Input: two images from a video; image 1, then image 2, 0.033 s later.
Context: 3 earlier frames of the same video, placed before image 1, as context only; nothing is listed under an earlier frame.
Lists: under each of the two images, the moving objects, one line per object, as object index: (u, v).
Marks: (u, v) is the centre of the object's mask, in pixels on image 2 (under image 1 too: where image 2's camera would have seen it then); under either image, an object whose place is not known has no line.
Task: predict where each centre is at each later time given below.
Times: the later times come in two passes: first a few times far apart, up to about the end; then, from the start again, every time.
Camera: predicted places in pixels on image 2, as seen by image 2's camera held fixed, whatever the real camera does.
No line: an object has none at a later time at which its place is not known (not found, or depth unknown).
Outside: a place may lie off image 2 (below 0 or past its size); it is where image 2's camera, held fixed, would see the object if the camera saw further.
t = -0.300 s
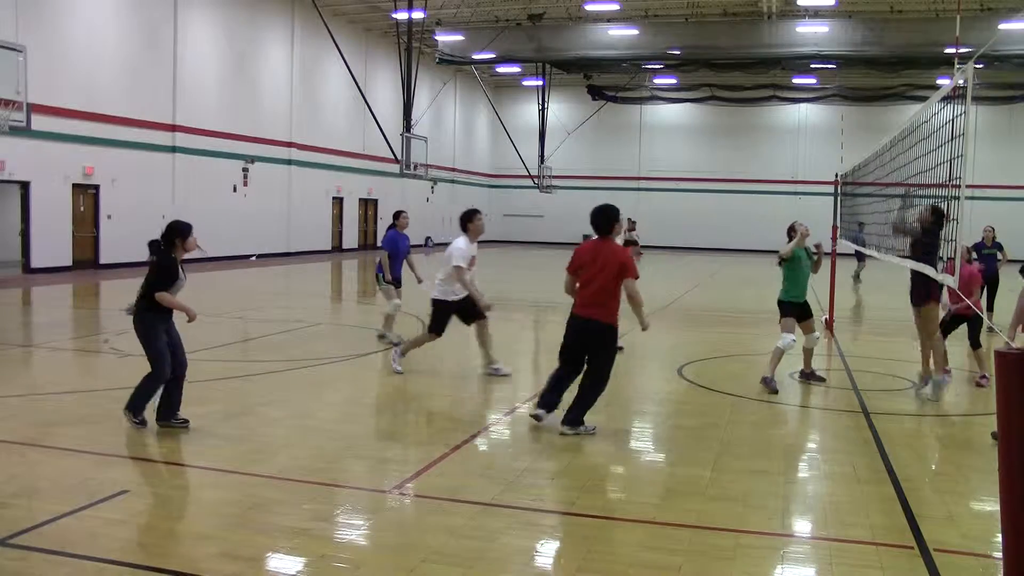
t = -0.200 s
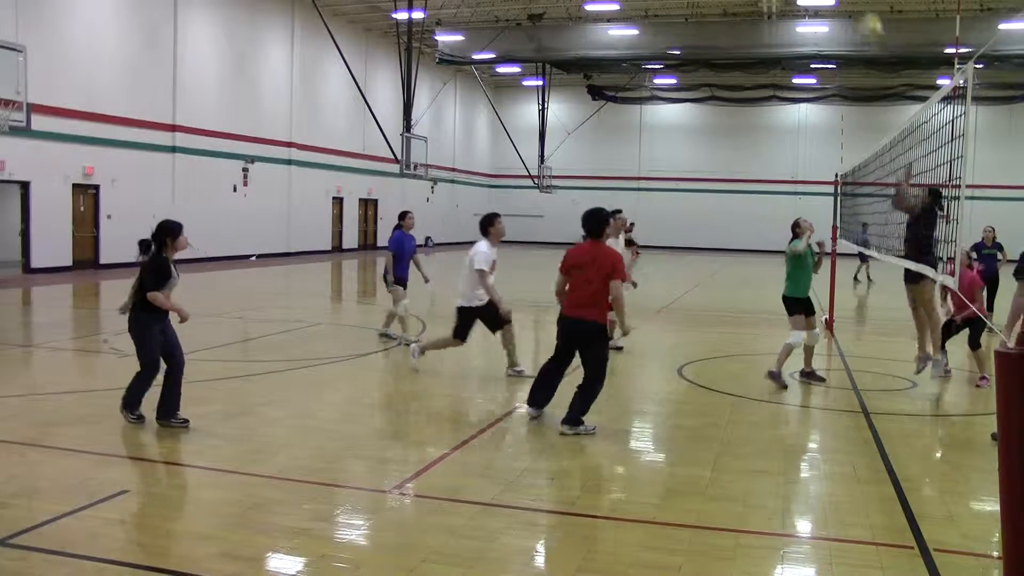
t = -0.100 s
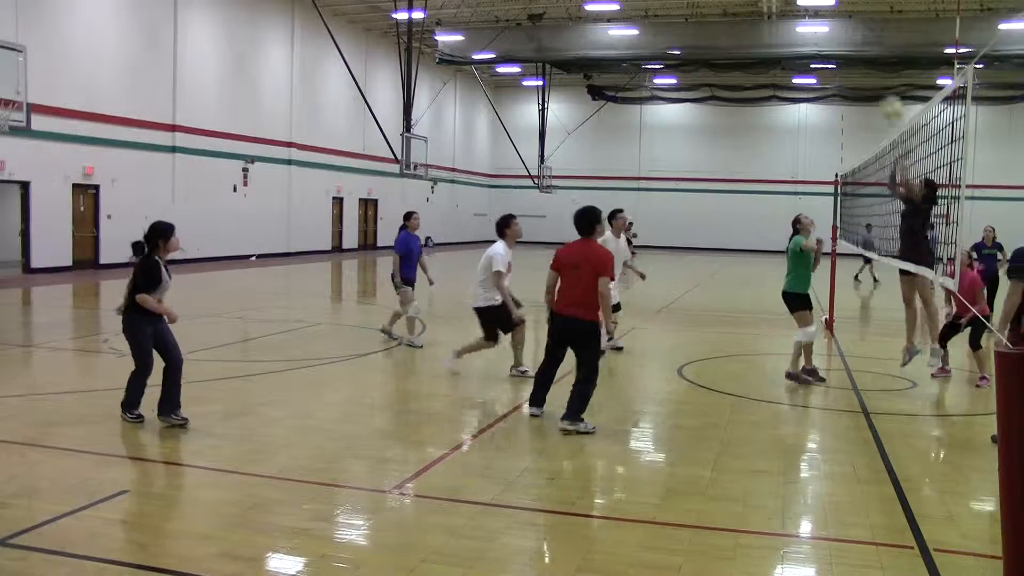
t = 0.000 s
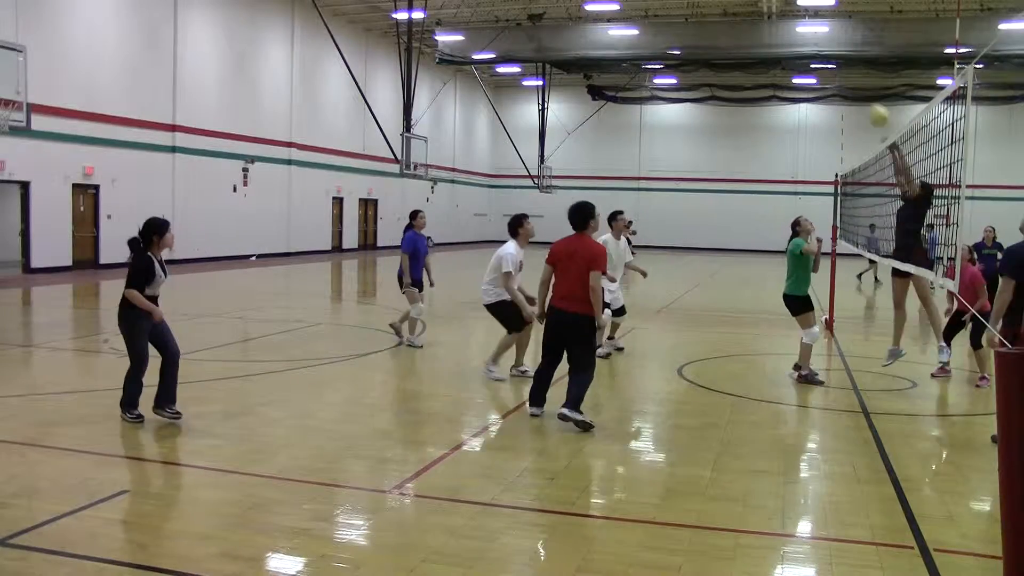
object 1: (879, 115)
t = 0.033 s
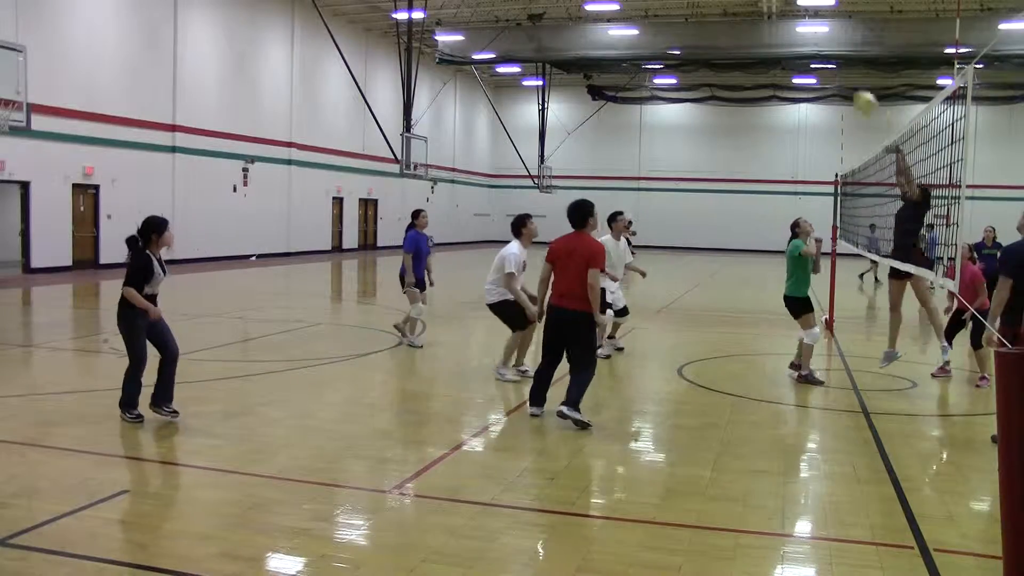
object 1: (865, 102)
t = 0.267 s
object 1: (770, 37)
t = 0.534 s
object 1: (671, 34)
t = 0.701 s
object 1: (612, 63)
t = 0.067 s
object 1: (851, 90)
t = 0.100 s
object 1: (839, 78)
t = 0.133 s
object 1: (825, 69)
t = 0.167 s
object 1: (810, 59)
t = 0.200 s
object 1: (797, 51)
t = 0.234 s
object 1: (785, 43)
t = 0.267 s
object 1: (770, 37)
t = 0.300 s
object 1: (757, 33)
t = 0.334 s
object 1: (746, 31)
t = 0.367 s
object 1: (732, 28)
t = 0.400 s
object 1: (720, 27)
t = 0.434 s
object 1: (708, 28)
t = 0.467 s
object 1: (696, 28)
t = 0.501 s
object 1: (683, 30)
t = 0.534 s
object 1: (671, 34)
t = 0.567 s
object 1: (660, 37)
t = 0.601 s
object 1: (648, 41)
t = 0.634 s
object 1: (638, 47)
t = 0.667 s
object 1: (624, 56)
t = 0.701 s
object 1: (612, 63)
